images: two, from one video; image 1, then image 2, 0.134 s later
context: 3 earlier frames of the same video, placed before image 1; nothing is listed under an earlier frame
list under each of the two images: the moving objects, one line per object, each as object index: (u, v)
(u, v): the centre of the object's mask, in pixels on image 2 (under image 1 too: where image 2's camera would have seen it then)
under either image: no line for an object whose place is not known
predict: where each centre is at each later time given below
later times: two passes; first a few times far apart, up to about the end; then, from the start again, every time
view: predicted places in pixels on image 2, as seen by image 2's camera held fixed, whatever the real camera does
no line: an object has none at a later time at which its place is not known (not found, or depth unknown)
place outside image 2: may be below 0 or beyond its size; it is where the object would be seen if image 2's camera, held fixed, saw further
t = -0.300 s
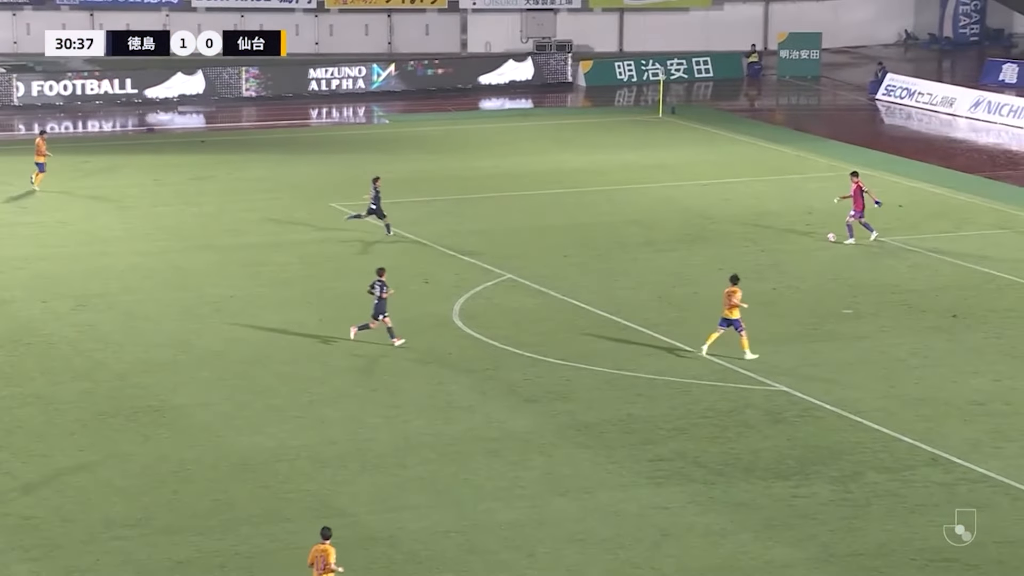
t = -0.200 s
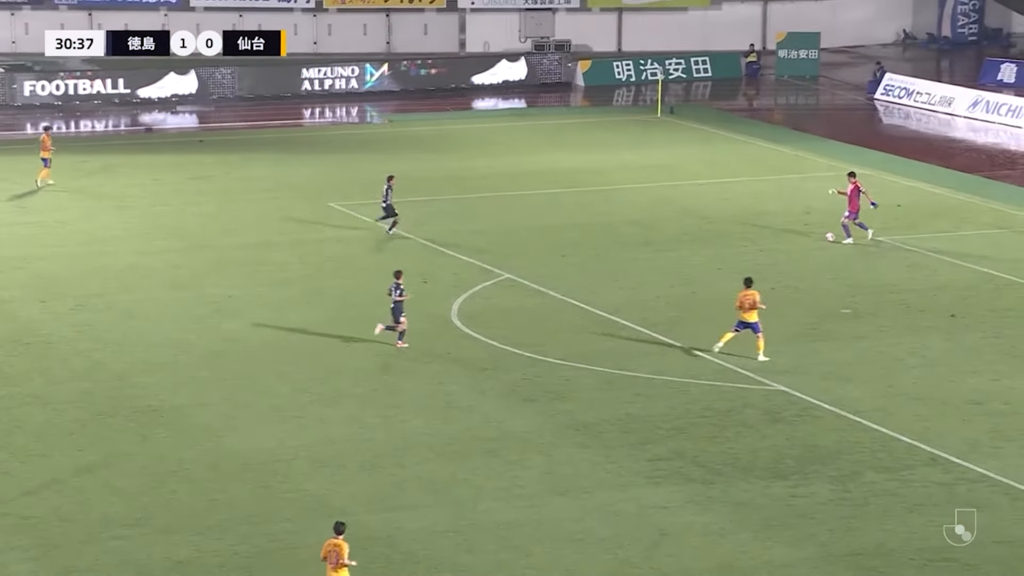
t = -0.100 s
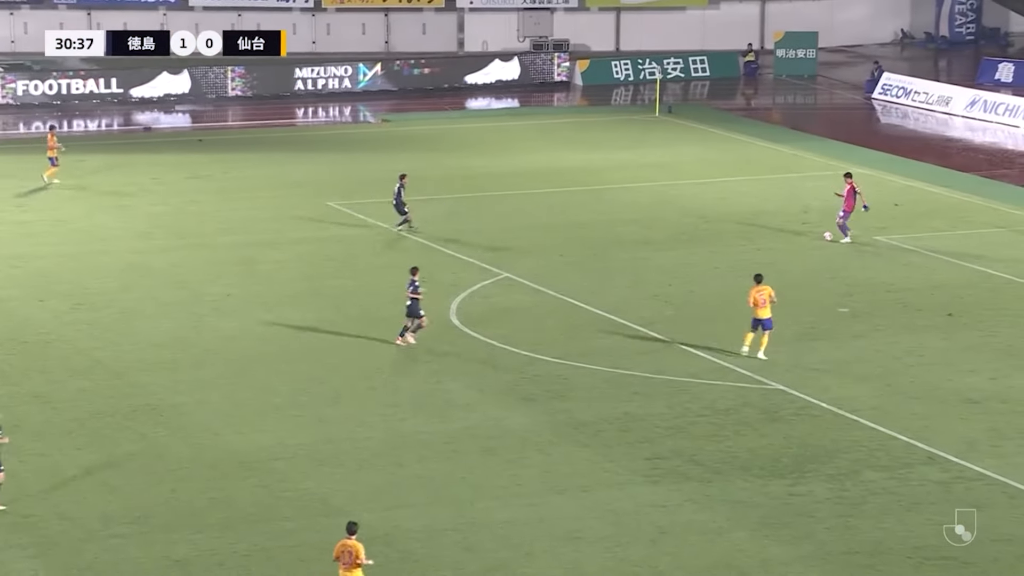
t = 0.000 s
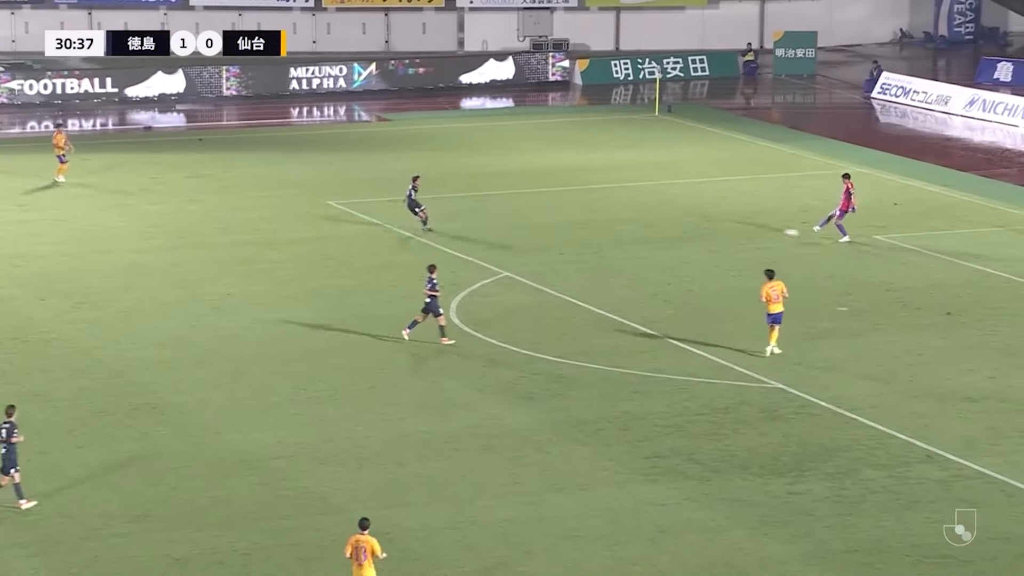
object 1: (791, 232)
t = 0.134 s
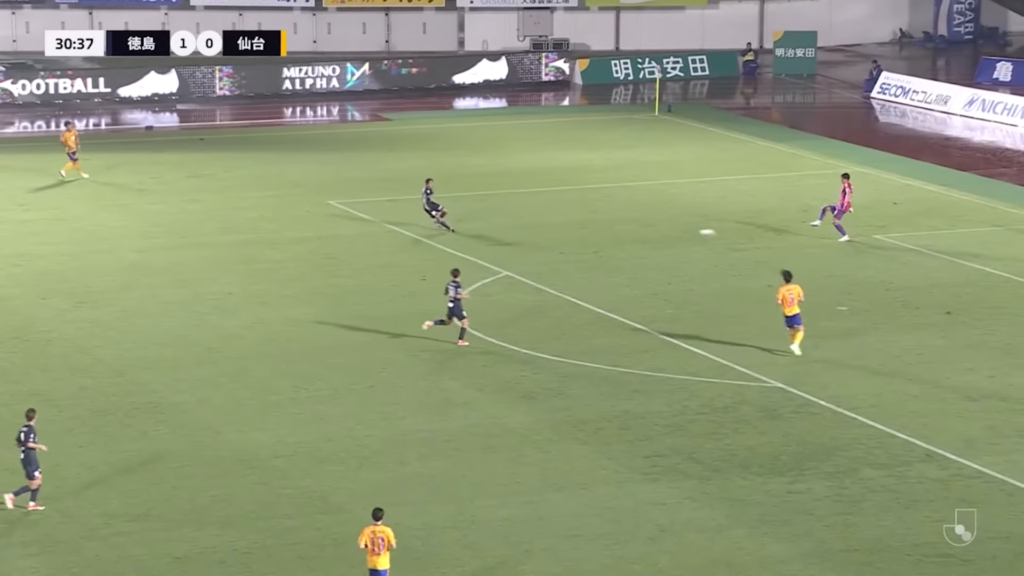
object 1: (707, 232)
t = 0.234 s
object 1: (645, 239)
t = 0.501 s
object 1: (494, 249)
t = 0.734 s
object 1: (376, 258)
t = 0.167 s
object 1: (686, 234)
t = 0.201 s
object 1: (665, 236)
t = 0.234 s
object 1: (645, 239)
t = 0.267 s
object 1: (625, 241)
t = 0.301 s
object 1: (605, 244)
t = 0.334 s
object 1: (585, 248)
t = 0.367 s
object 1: (566, 250)
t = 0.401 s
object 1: (548, 248)
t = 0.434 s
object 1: (530, 248)
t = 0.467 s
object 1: (512, 248)
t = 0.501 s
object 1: (494, 249)
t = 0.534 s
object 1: (476, 251)
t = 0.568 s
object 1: (459, 253)
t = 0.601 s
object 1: (441, 255)
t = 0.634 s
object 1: (423, 259)
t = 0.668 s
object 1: (407, 259)
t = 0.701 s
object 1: (392, 259)
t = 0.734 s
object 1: (376, 258)
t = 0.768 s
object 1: (360, 259)
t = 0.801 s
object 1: (344, 260)
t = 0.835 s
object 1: (328, 261)
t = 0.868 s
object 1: (312, 264)
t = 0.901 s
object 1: (296, 266)
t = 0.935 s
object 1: (281, 268)
